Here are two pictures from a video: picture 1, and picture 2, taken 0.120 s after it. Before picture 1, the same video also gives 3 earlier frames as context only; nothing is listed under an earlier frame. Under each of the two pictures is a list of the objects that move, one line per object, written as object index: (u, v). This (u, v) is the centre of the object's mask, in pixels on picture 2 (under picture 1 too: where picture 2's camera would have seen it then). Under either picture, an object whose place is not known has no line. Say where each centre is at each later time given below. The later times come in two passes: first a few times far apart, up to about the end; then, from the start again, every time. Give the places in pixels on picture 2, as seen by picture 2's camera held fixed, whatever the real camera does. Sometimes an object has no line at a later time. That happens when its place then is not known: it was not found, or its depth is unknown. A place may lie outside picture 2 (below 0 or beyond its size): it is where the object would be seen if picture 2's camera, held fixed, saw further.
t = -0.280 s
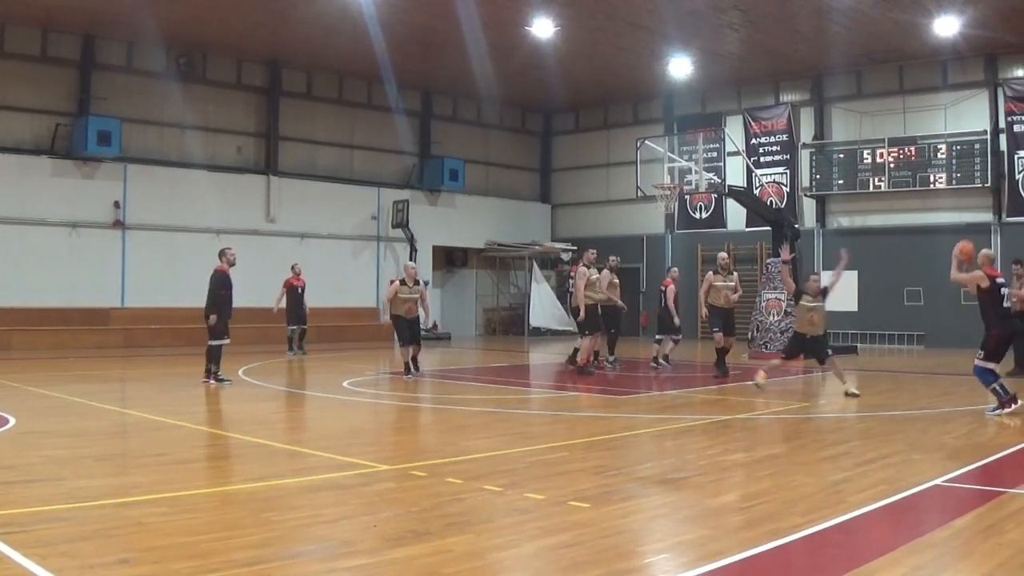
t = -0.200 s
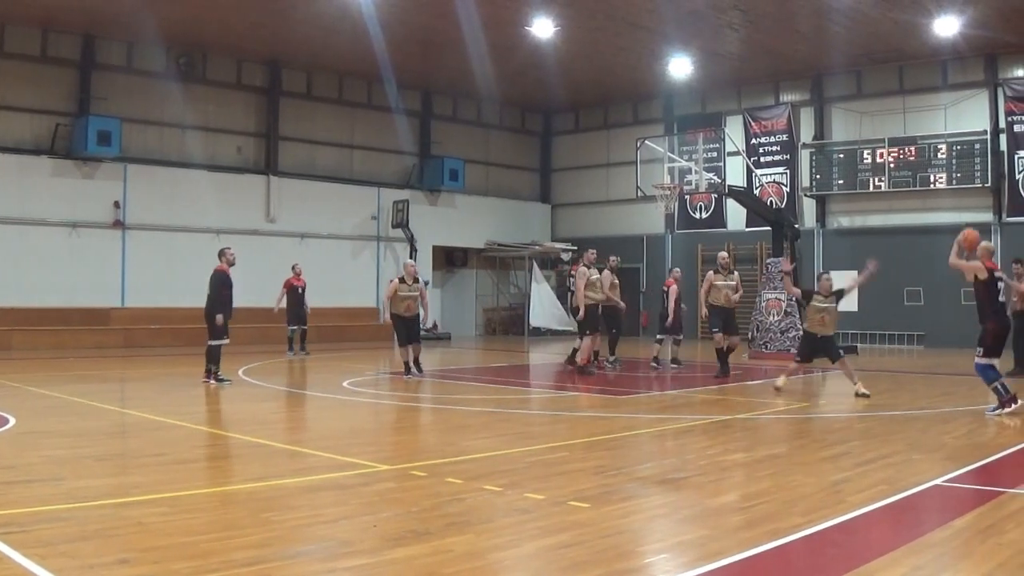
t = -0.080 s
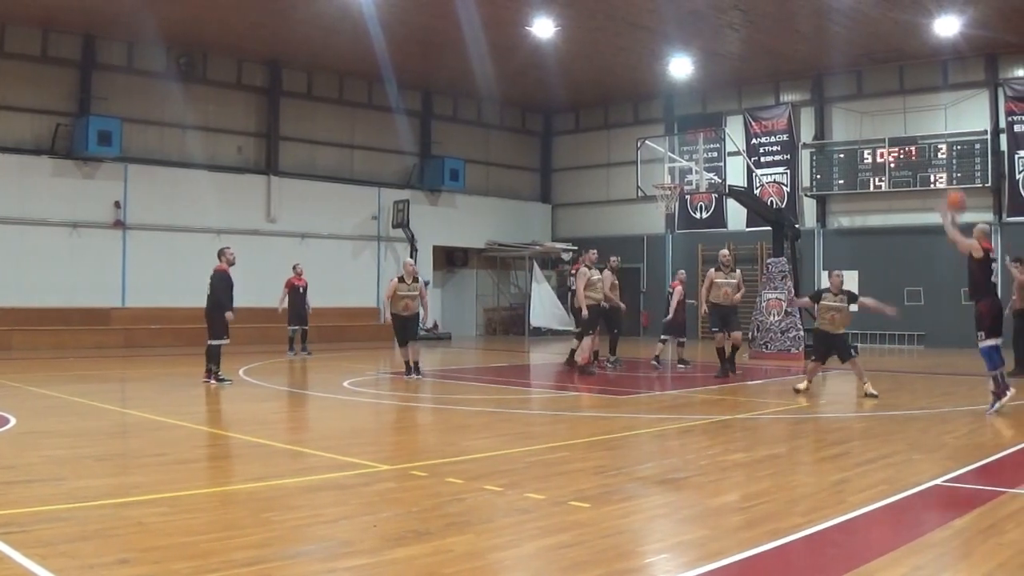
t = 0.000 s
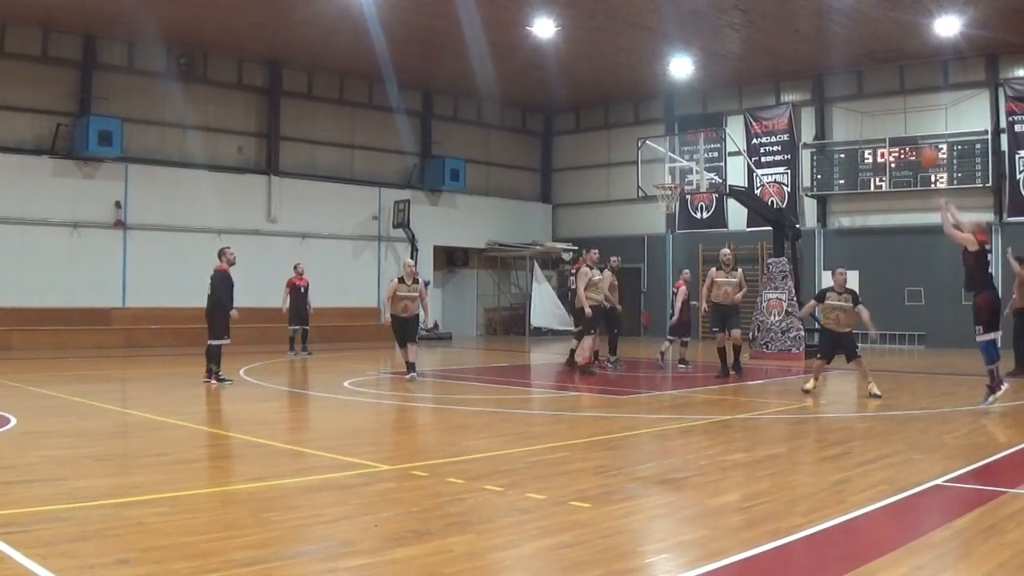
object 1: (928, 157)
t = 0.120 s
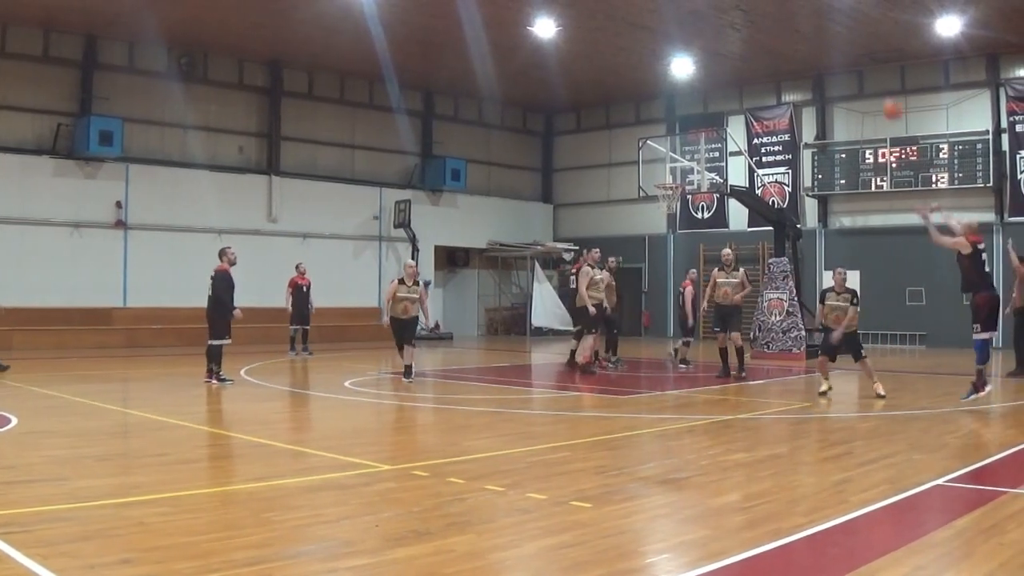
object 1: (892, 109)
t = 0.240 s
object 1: (858, 77)
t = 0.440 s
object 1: (807, 53)
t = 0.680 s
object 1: (758, 63)
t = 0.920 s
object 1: (716, 107)
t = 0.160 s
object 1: (880, 96)
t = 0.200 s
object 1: (869, 86)
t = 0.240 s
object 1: (858, 77)
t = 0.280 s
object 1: (847, 70)
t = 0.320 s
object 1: (837, 63)
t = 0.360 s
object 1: (826, 59)
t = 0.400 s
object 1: (817, 55)
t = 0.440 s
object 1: (807, 53)
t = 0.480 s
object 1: (798, 52)
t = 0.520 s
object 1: (789, 52)
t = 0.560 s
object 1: (782, 53)
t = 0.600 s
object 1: (773, 55)
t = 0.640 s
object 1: (765, 59)
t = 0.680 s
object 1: (758, 63)
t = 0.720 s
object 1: (750, 68)
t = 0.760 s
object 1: (743, 74)
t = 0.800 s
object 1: (736, 80)
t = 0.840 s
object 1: (729, 87)
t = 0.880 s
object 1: (723, 96)
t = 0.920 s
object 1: (716, 107)
